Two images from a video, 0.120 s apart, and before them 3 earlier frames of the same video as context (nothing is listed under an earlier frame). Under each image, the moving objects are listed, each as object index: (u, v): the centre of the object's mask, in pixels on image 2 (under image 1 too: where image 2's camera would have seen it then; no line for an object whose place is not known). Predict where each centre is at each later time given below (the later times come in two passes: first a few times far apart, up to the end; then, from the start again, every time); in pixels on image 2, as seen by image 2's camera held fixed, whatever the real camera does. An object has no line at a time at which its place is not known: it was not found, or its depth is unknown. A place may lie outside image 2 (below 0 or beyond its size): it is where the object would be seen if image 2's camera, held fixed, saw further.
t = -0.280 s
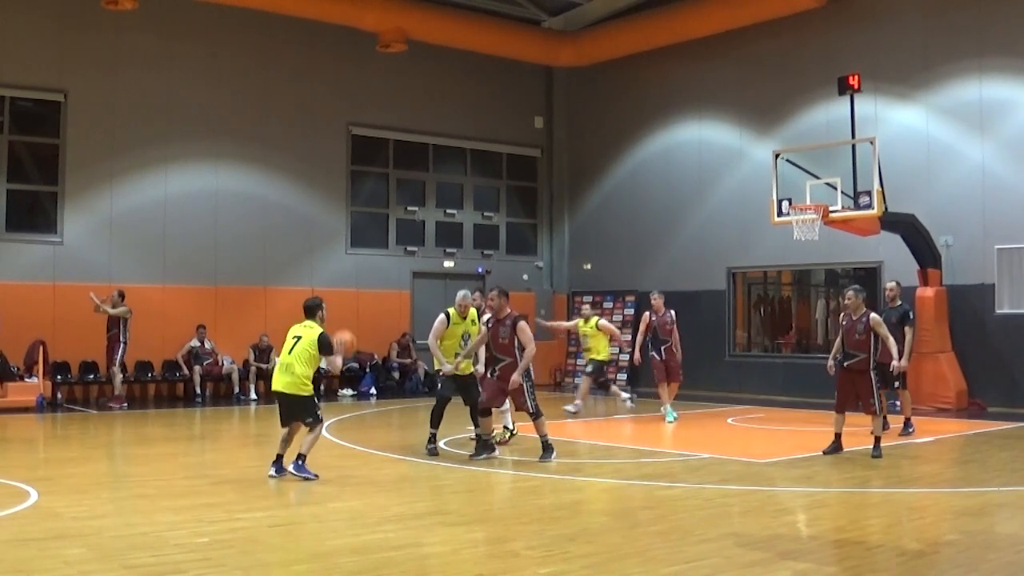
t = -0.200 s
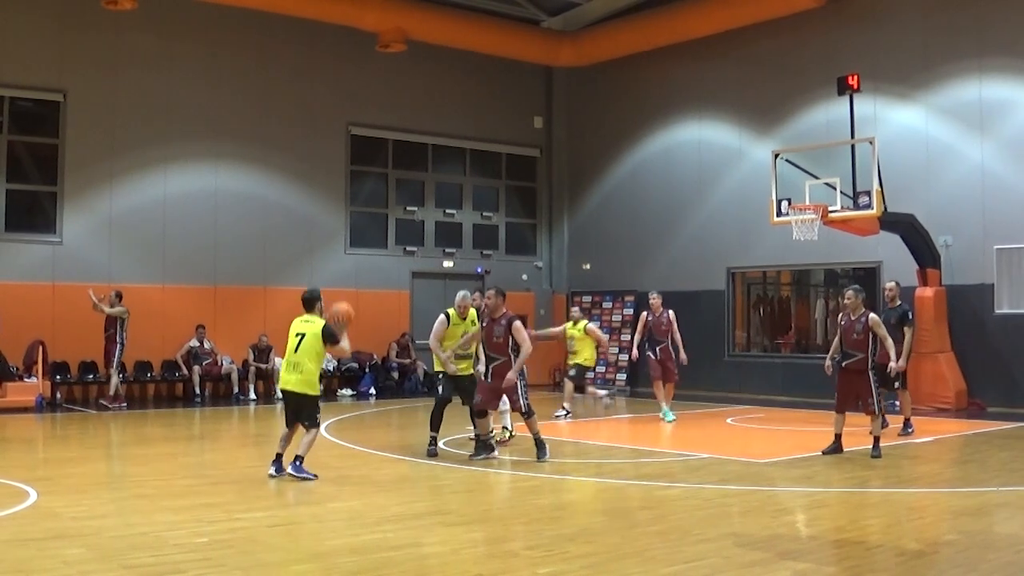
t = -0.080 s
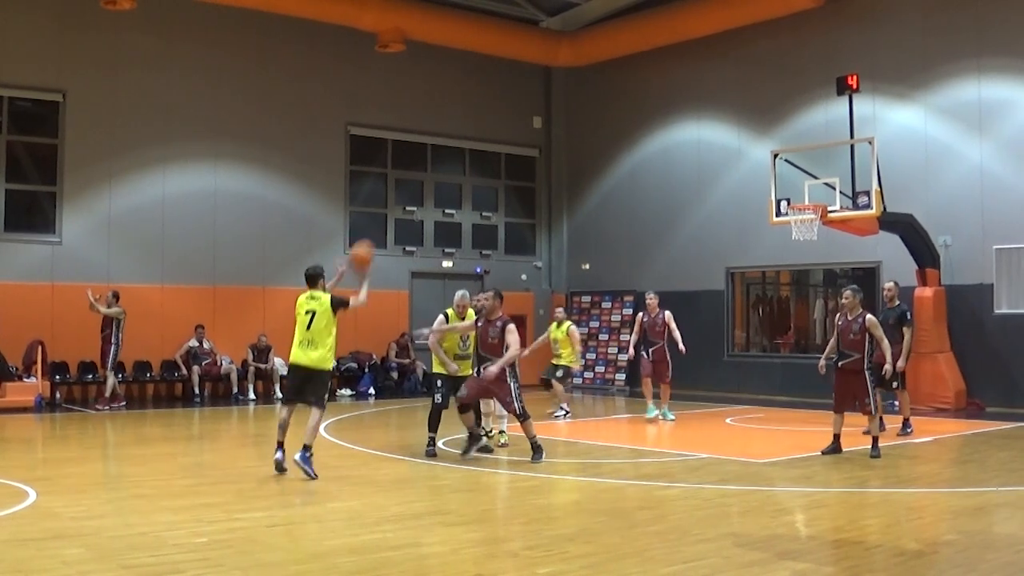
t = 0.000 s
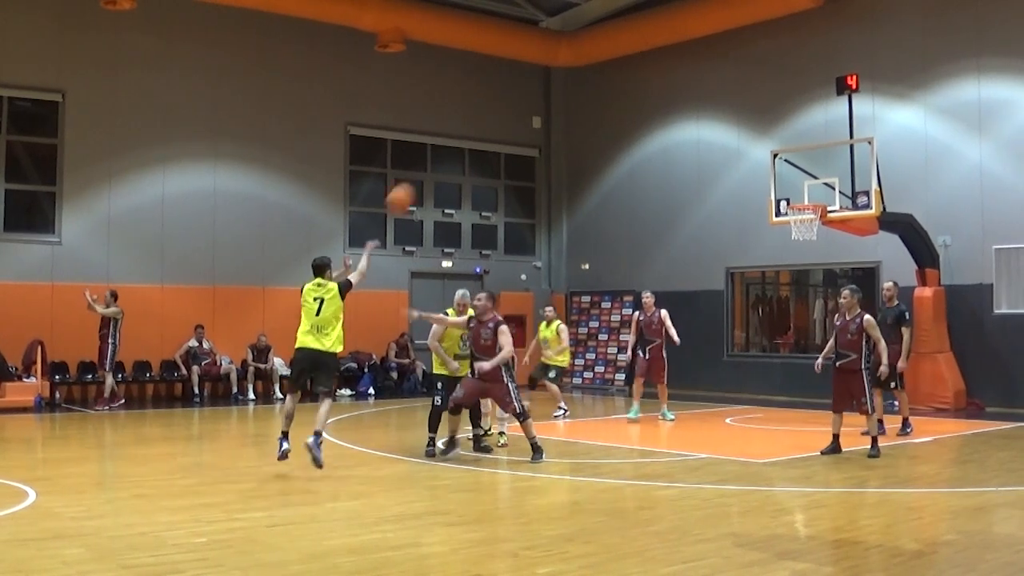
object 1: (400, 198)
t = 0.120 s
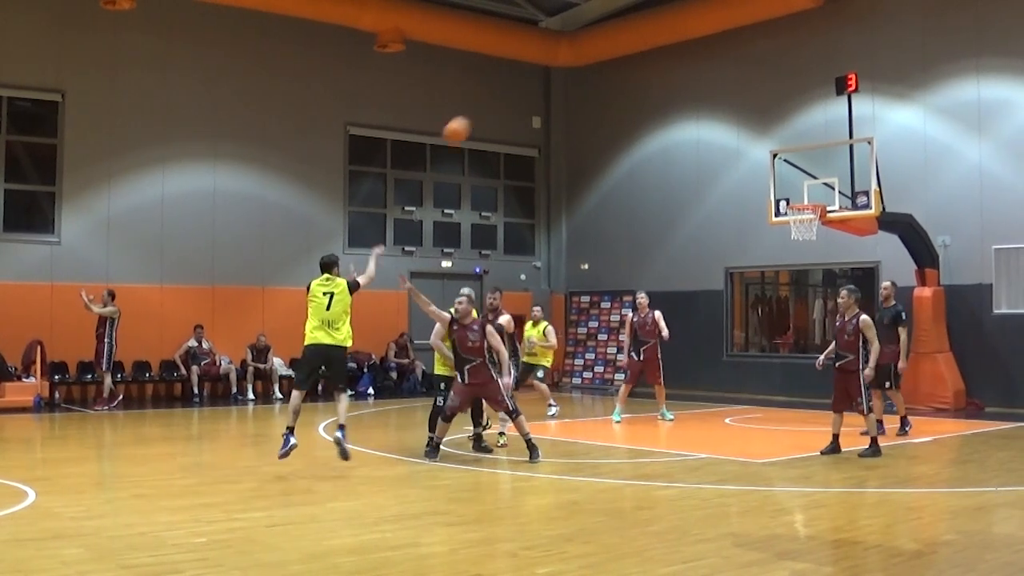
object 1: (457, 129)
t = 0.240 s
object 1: (509, 82)
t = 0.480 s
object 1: (599, 33)
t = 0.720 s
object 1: (675, 36)
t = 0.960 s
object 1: (741, 80)
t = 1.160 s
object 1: (789, 142)
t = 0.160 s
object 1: (474, 113)
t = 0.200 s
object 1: (492, 96)
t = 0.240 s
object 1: (509, 82)
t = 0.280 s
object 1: (525, 70)
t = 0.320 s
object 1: (541, 59)
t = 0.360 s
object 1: (557, 50)
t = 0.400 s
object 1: (571, 42)
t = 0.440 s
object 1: (585, 37)
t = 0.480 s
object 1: (599, 33)
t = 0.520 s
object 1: (613, 30)
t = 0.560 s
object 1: (626, 28)
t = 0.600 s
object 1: (639, 29)
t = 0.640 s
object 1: (651, 30)
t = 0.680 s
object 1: (663, 33)
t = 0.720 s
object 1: (675, 36)
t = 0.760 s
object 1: (687, 41)
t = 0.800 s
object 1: (699, 47)
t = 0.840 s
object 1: (709, 53)
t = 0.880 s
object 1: (720, 61)
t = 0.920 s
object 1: (731, 70)
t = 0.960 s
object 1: (741, 80)
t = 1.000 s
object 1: (751, 90)
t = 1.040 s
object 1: (761, 102)
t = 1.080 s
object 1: (770, 114)
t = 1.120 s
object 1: (780, 127)
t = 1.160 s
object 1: (789, 142)
